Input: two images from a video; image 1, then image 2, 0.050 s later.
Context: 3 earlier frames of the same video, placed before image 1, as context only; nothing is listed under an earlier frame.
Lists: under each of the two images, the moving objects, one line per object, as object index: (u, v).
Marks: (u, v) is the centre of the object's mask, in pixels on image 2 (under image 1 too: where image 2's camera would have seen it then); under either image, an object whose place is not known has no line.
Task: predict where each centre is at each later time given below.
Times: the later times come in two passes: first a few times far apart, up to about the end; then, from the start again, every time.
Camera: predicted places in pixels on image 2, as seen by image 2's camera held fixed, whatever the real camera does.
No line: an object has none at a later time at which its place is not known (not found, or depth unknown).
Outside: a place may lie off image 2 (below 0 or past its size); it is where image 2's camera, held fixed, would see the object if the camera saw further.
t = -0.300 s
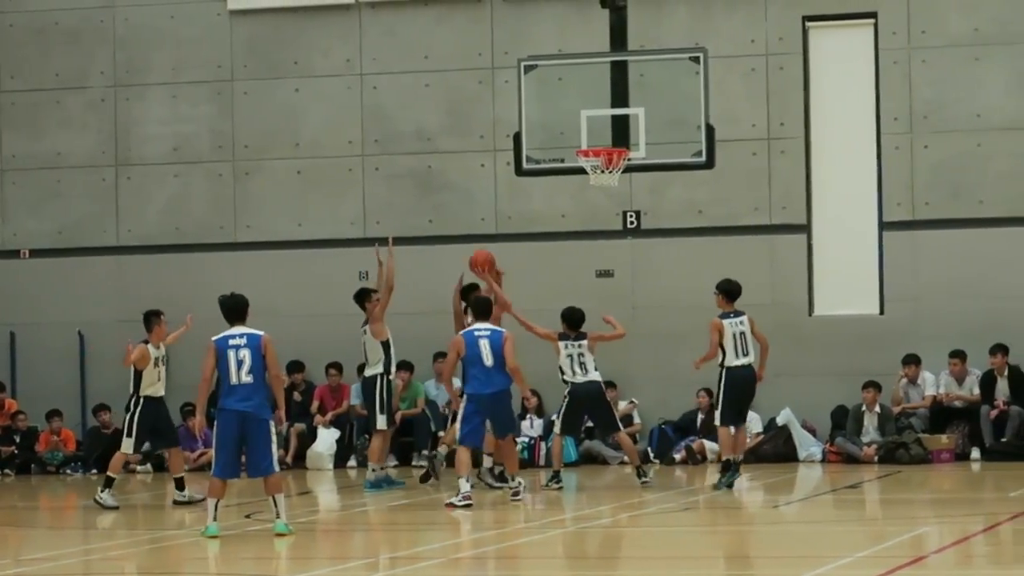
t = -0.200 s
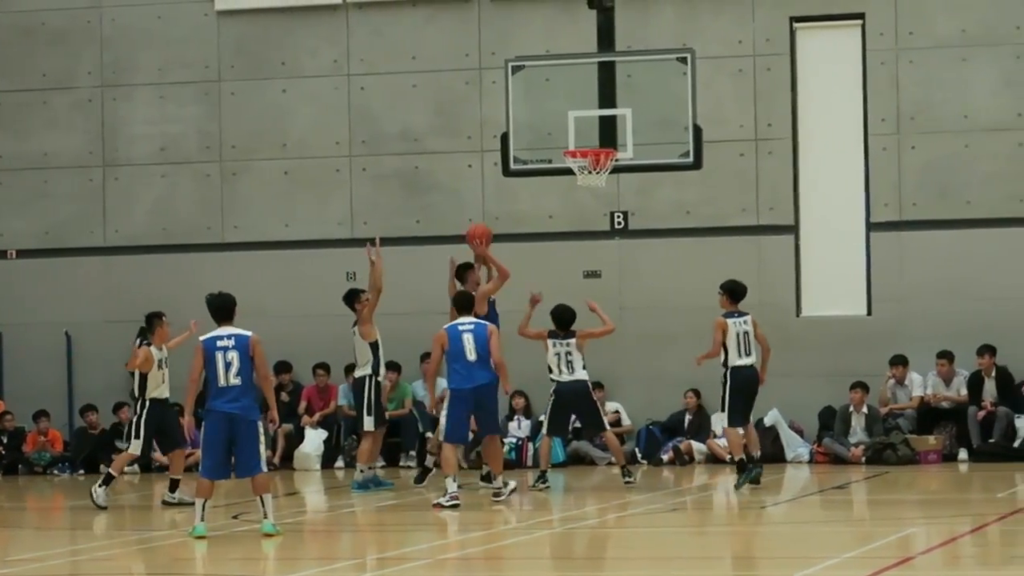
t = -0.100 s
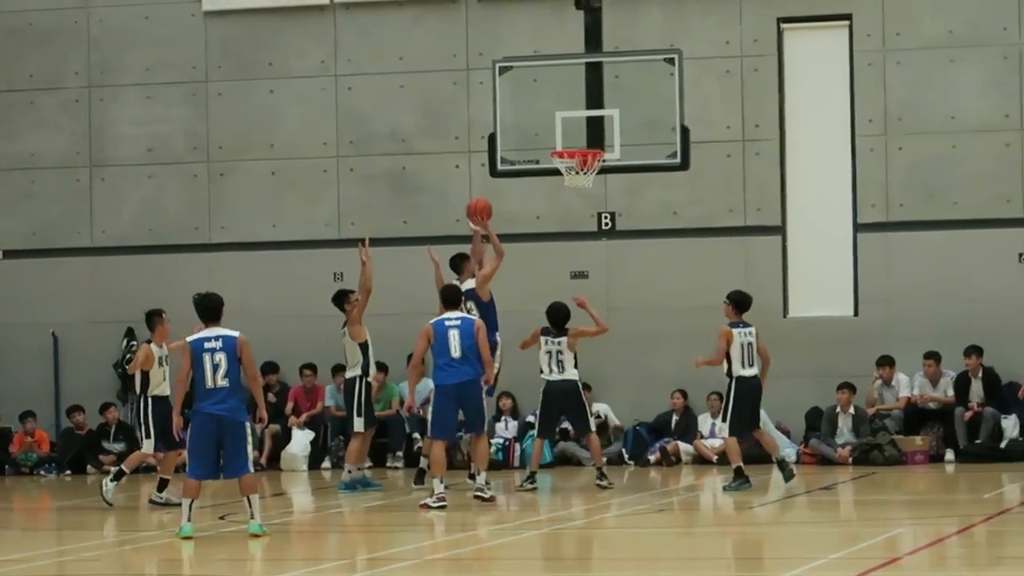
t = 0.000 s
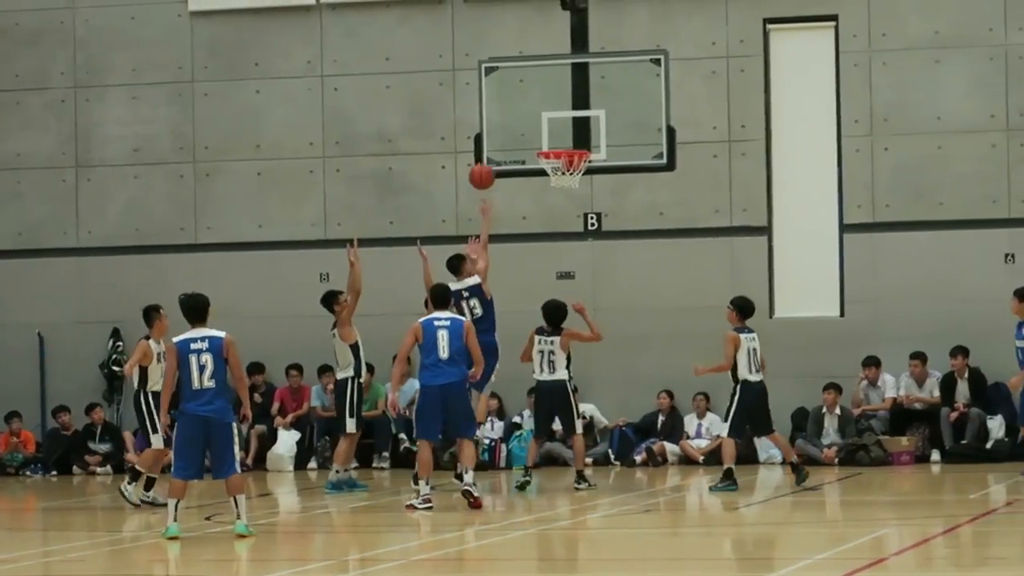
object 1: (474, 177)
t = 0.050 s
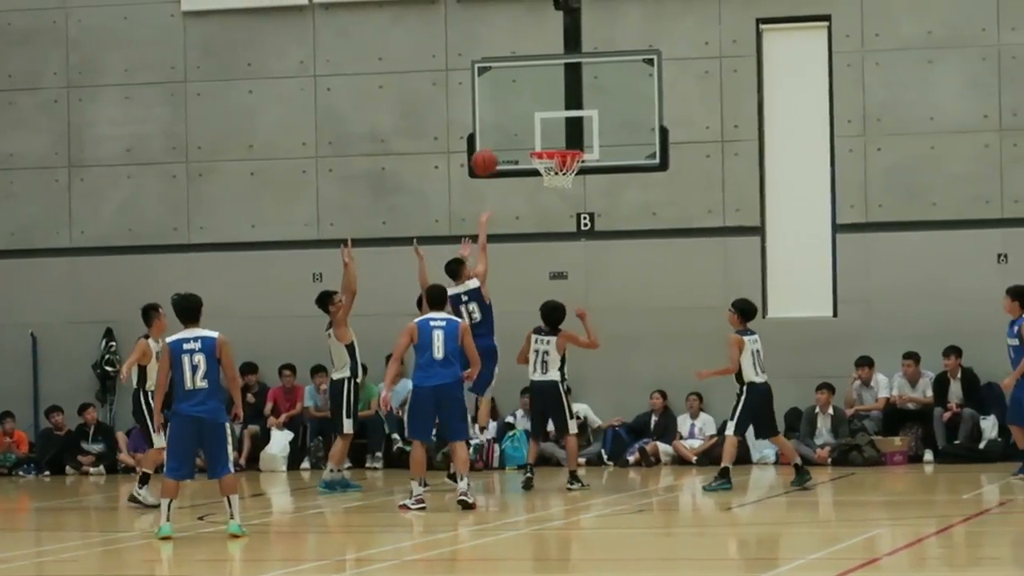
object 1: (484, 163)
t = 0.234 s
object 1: (516, 136)
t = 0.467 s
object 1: (558, 141)
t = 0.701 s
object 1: (570, 138)
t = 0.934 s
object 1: (567, 142)
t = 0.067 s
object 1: (487, 159)
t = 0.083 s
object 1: (490, 155)
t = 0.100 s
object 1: (492, 152)
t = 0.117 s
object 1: (496, 148)
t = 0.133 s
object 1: (499, 146)
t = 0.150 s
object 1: (502, 143)
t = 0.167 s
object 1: (505, 141)
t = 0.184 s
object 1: (507, 140)
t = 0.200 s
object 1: (510, 138)
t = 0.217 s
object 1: (513, 136)
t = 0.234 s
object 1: (516, 136)
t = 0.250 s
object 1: (519, 135)
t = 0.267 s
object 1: (522, 134)
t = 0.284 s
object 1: (525, 134)
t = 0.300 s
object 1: (528, 135)
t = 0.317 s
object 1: (531, 135)
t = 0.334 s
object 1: (534, 136)
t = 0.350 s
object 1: (537, 137)
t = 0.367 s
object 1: (540, 138)
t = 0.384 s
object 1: (543, 139)
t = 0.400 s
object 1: (546, 141)
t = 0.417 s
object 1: (549, 142)
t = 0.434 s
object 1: (553, 142)
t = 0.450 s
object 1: (555, 141)
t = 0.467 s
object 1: (558, 141)
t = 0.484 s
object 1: (561, 141)
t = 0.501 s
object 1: (564, 142)
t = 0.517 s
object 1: (567, 142)
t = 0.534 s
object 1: (569, 142)
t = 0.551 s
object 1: (569, 142)
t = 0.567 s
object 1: (570, 141)
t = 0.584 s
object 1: (570, 141)
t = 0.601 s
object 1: (570, 140)
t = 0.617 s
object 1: (571, 140)
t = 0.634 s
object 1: (571, 140)
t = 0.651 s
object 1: (570, 139)
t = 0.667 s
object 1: (570, 139)
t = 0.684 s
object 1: (570, 138)
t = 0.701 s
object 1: (570, 138)
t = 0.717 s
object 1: (569, 138)
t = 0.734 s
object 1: (569, 138)
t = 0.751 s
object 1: (568, 138)
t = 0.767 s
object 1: (567, 138)
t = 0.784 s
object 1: (567, 138)
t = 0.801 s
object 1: (567, 138)
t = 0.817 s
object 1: (567, 137)
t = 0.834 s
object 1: (567, 138)
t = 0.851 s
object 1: (566, 138)
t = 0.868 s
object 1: (566, 139)
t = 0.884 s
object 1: (566, 140)
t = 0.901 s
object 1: (566, 140)
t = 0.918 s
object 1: (567, 141)
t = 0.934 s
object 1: (567, 142)
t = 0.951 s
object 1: (568, 145)
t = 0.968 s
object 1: (568, 146)
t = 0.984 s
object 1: (569, 149)
